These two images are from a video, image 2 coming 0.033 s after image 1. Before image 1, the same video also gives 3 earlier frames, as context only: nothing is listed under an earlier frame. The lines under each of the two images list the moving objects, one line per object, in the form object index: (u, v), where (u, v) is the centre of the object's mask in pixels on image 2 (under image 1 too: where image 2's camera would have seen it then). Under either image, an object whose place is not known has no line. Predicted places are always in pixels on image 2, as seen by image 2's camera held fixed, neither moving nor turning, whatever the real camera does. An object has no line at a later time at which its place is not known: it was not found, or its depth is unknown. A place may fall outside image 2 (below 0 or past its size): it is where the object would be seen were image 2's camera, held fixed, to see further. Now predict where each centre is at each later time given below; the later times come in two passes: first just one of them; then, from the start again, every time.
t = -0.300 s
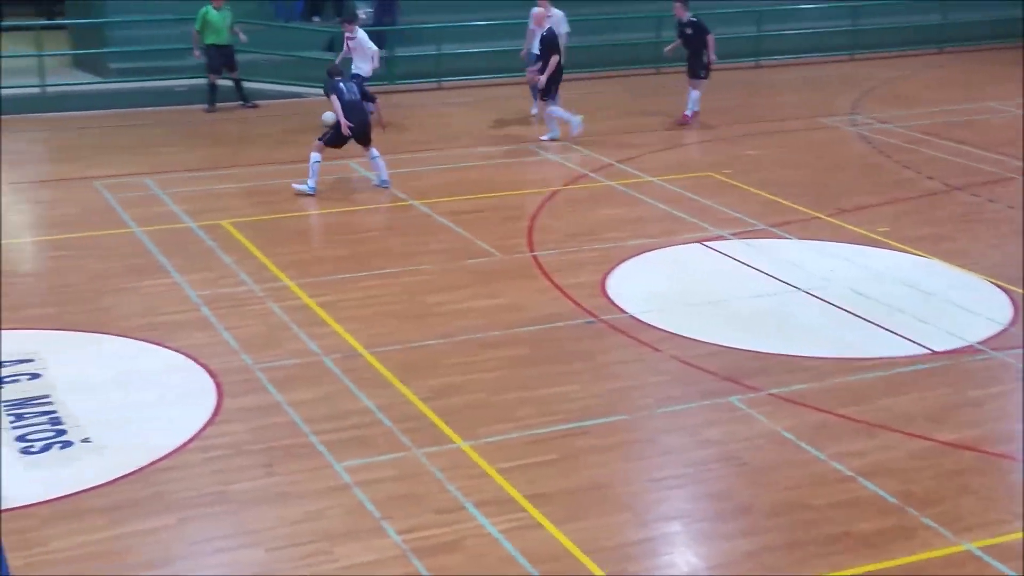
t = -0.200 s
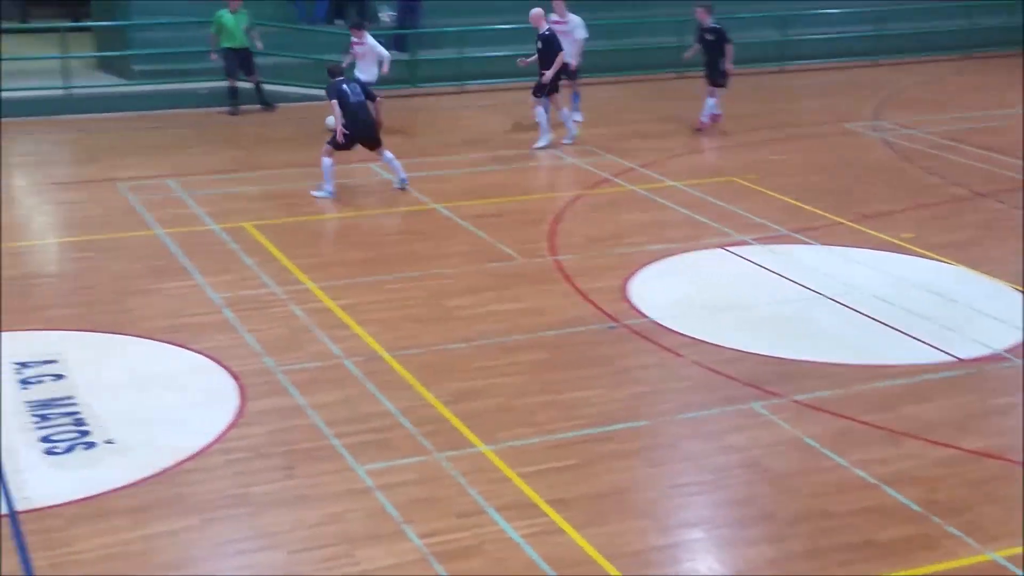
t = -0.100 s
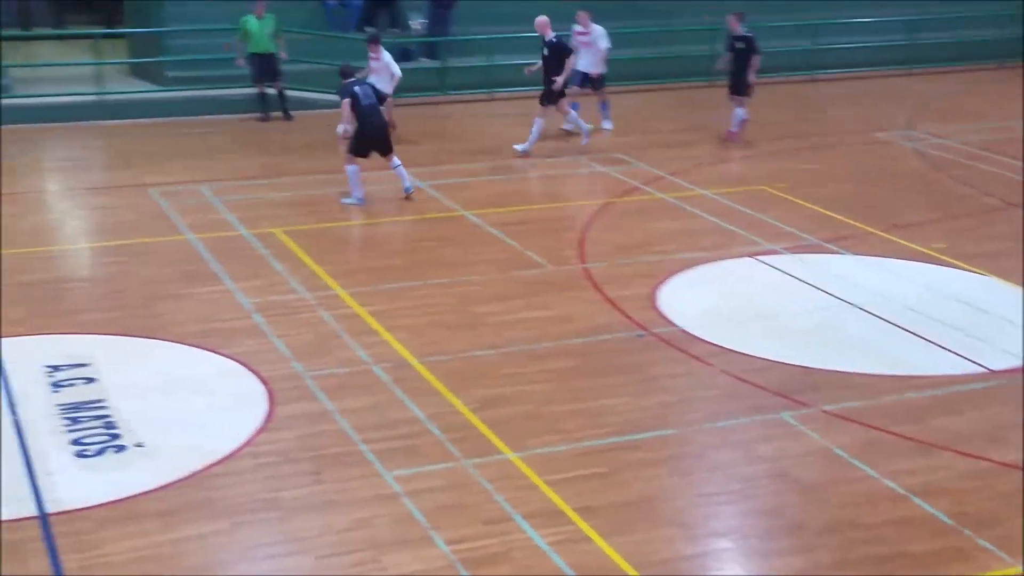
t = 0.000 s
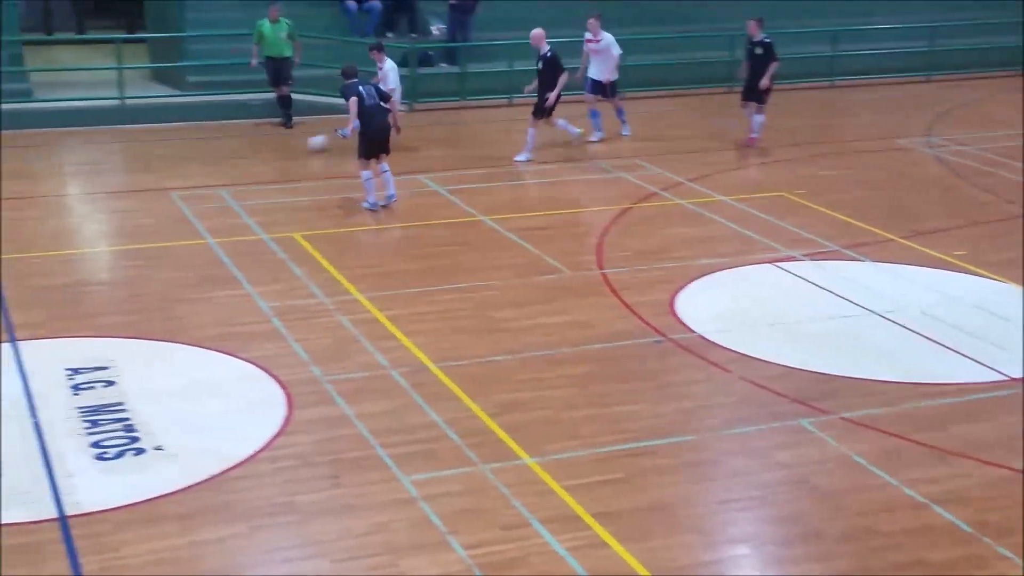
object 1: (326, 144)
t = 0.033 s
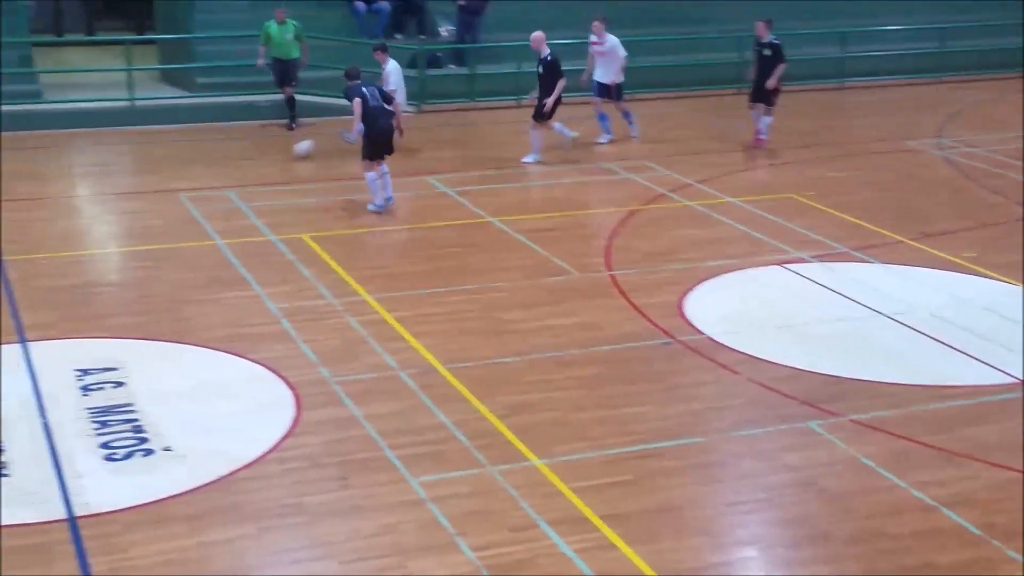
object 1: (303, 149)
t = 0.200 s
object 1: (183, 177)
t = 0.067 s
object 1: (279, 154)
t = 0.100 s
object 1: (255, 160)
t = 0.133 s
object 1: (232, 166)
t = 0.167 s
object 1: (208, 171)
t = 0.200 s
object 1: (183, 177)
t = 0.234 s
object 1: (160, 181)
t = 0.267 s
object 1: (134, 188)
